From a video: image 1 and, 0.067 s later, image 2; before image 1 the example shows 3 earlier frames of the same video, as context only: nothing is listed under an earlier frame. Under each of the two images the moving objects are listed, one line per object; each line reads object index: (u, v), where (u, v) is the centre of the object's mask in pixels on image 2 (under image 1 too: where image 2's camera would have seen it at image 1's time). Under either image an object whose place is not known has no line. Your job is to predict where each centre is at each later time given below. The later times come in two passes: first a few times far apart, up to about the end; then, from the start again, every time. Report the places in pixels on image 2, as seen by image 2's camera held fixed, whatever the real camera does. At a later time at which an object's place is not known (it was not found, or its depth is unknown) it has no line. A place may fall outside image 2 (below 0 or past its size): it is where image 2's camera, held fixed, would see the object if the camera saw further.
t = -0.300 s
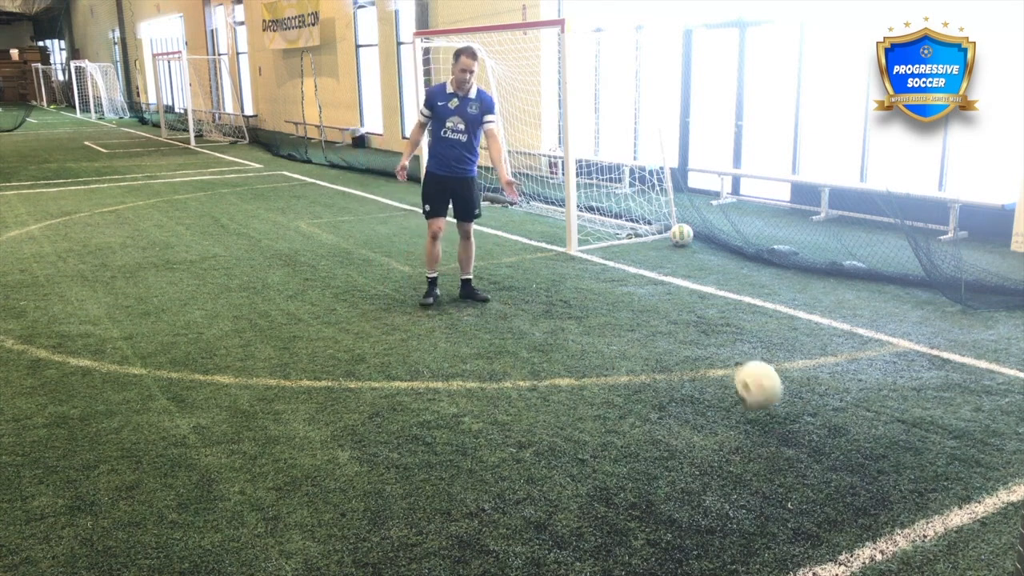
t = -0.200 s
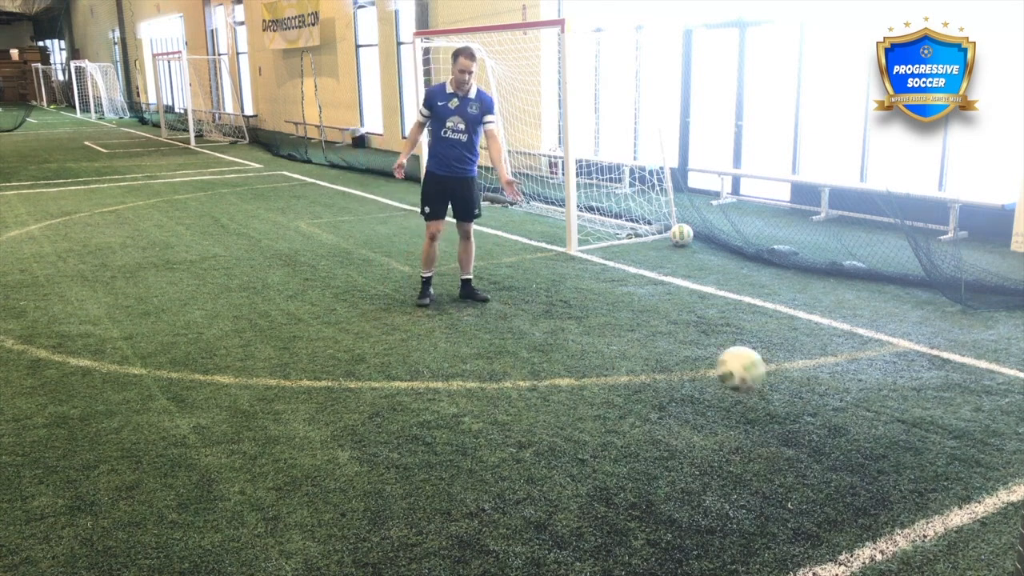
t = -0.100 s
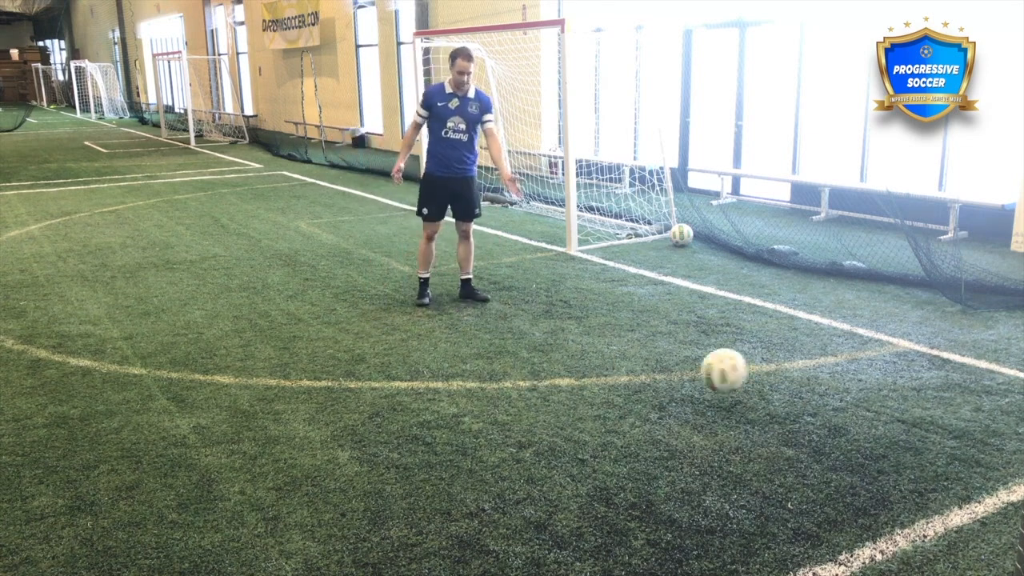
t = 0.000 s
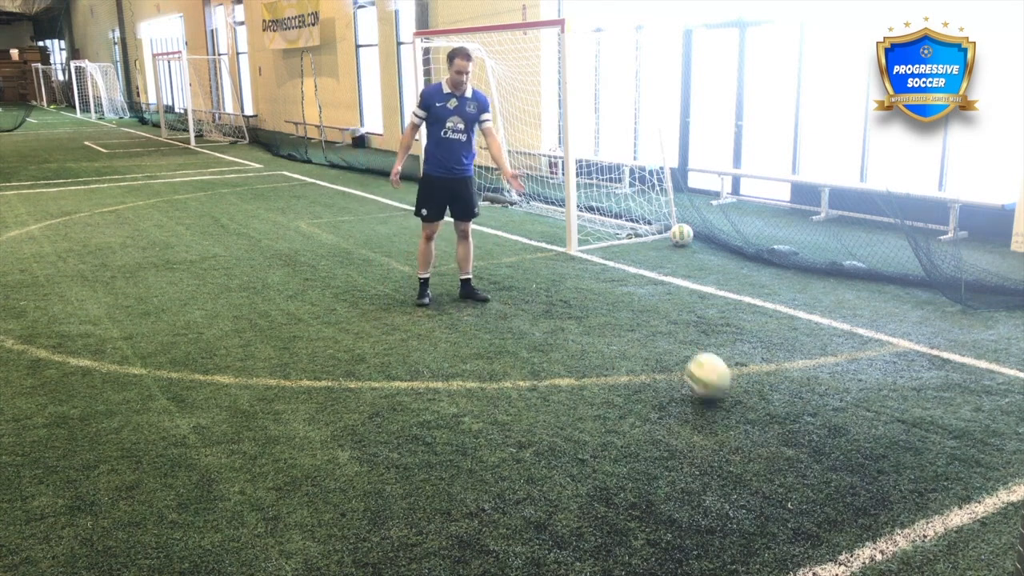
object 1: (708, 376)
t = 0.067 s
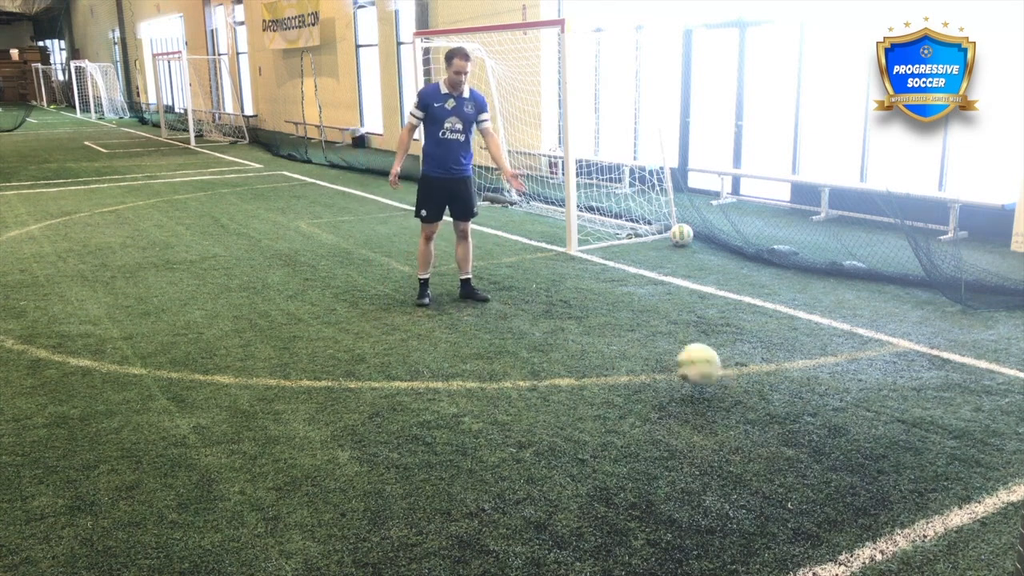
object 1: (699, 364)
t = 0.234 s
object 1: (676, 361)
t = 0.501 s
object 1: (645, 348)
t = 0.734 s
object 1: (624, 336)
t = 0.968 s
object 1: (605, 326)
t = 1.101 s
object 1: (596, 321)
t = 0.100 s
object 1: (694, 362)
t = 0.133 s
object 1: (689, 362)
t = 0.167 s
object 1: (685, 363)
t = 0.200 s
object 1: (681, 365)
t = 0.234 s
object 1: (676, 361)
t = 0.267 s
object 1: (672, 356)
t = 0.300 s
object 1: (668, 355)
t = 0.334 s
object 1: (663, 355)
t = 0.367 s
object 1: (659, 355)
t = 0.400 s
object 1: (656, 353)
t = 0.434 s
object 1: (652, 351)
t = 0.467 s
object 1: (649, 350)
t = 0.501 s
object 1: (645, 348)
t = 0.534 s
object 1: (642, 345)
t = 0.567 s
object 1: (639, 344)
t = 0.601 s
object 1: (635, 343)
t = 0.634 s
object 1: (632, 341)
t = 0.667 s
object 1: (629, 339)
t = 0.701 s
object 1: (626, 337)
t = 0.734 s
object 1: (624, 336)
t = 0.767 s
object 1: (621, 335)
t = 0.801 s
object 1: (618, 333)
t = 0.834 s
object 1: (615, 332)
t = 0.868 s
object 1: (612, 330)
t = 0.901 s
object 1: (609, 329)
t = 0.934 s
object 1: (607, 327)
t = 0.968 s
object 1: (605, 326)
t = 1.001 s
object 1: (602, 325)
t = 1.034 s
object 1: (600, 325)
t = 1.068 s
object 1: (598, 322)
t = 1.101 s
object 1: (596, 321)
